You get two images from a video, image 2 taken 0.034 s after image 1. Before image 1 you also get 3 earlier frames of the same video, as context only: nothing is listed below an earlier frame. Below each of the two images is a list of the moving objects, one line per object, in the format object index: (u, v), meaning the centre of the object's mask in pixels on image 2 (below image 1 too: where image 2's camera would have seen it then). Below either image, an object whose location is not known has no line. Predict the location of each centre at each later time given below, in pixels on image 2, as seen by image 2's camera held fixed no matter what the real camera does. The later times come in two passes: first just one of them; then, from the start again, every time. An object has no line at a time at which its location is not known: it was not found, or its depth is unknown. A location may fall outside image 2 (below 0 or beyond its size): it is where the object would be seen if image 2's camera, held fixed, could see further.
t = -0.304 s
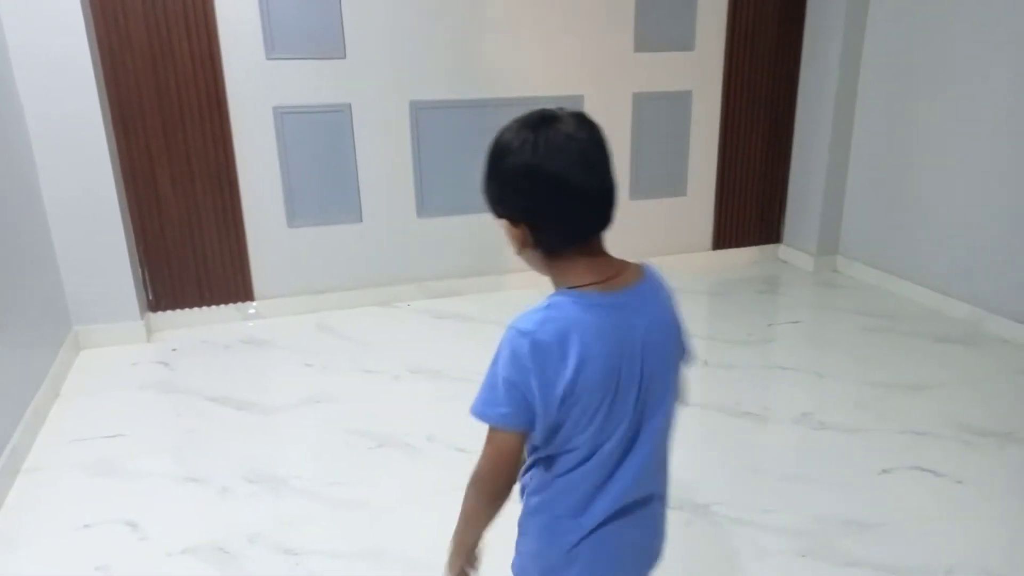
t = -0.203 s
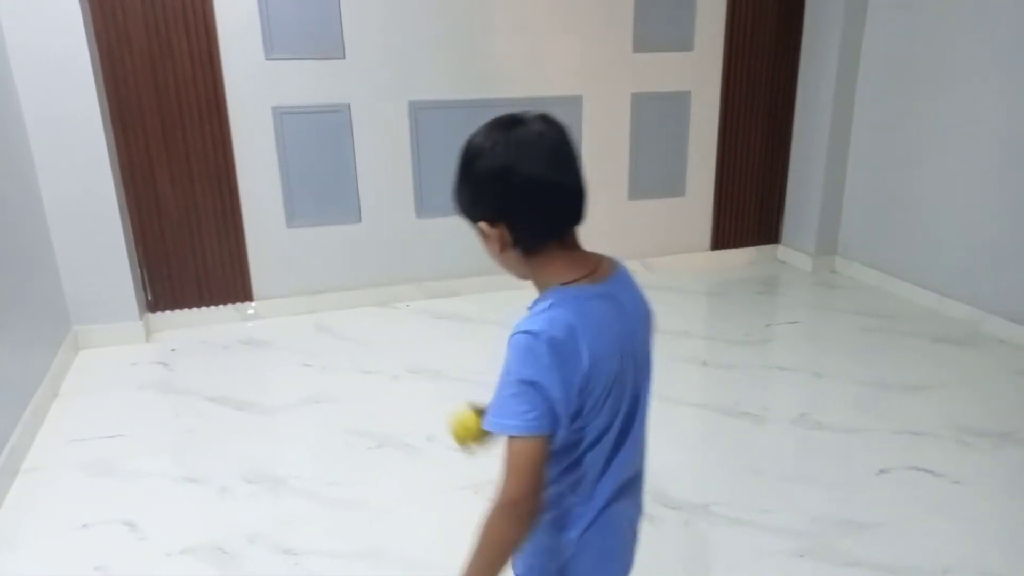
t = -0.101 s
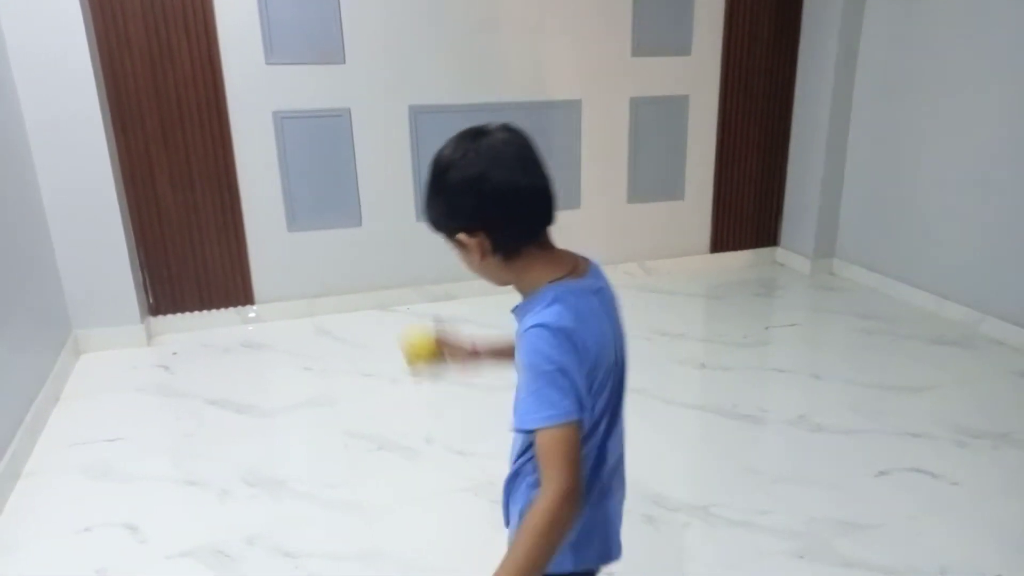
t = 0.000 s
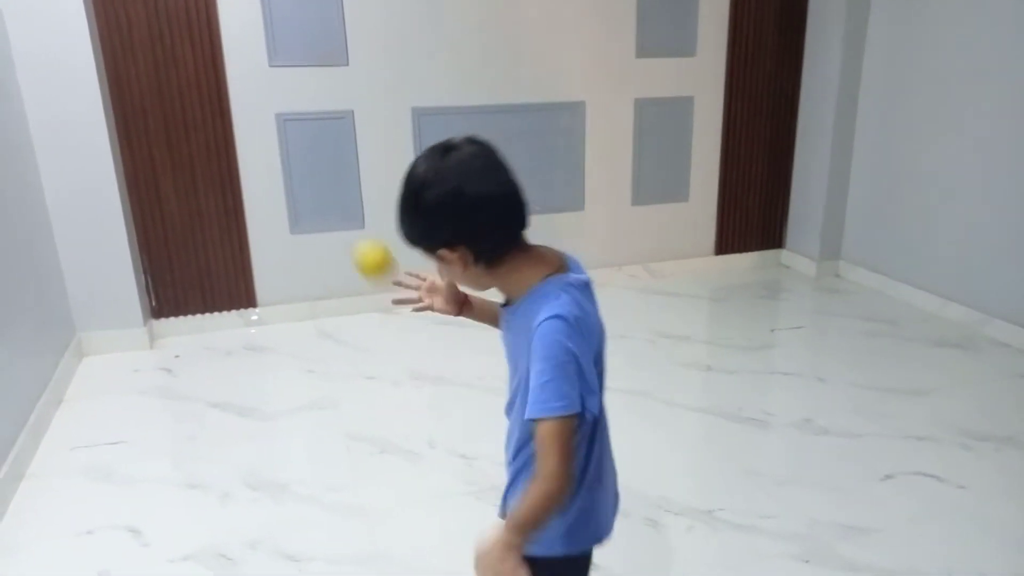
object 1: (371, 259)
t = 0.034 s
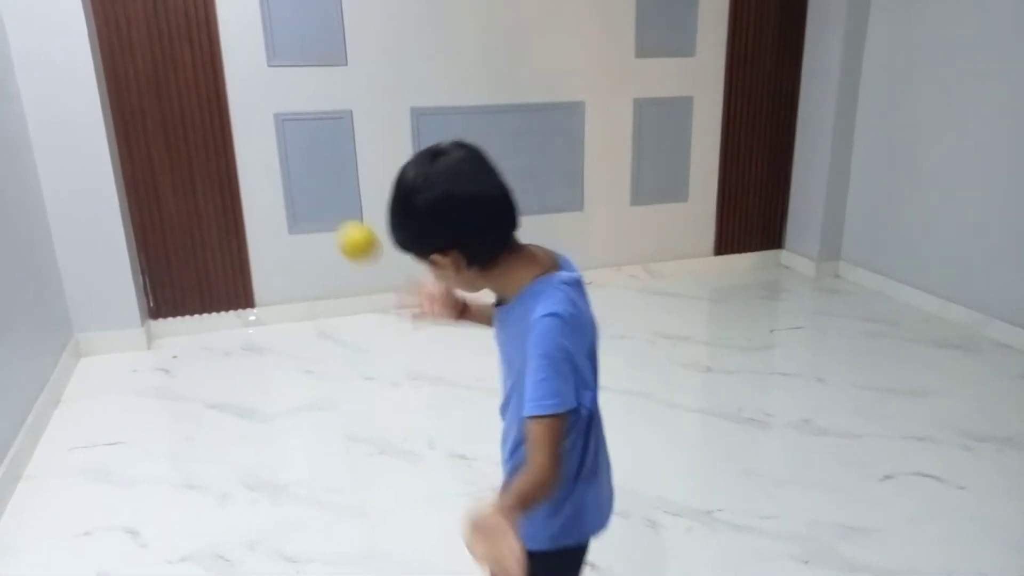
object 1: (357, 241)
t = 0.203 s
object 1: (294, 229)
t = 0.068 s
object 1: (342, 227)
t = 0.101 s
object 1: (328, 219)
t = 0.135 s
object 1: (315, 218)
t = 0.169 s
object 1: (304, 221)
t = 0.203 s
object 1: (294, 229)
